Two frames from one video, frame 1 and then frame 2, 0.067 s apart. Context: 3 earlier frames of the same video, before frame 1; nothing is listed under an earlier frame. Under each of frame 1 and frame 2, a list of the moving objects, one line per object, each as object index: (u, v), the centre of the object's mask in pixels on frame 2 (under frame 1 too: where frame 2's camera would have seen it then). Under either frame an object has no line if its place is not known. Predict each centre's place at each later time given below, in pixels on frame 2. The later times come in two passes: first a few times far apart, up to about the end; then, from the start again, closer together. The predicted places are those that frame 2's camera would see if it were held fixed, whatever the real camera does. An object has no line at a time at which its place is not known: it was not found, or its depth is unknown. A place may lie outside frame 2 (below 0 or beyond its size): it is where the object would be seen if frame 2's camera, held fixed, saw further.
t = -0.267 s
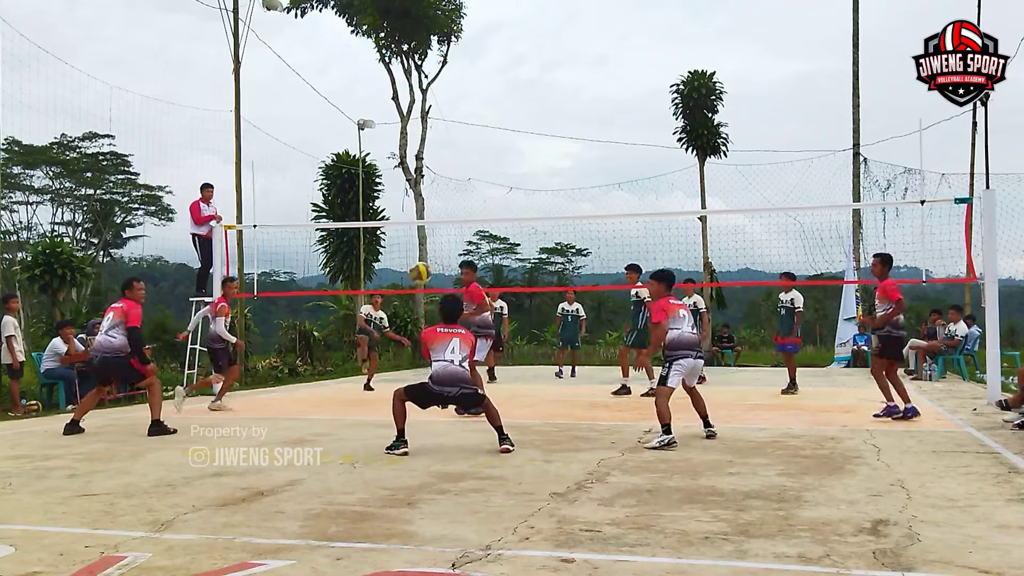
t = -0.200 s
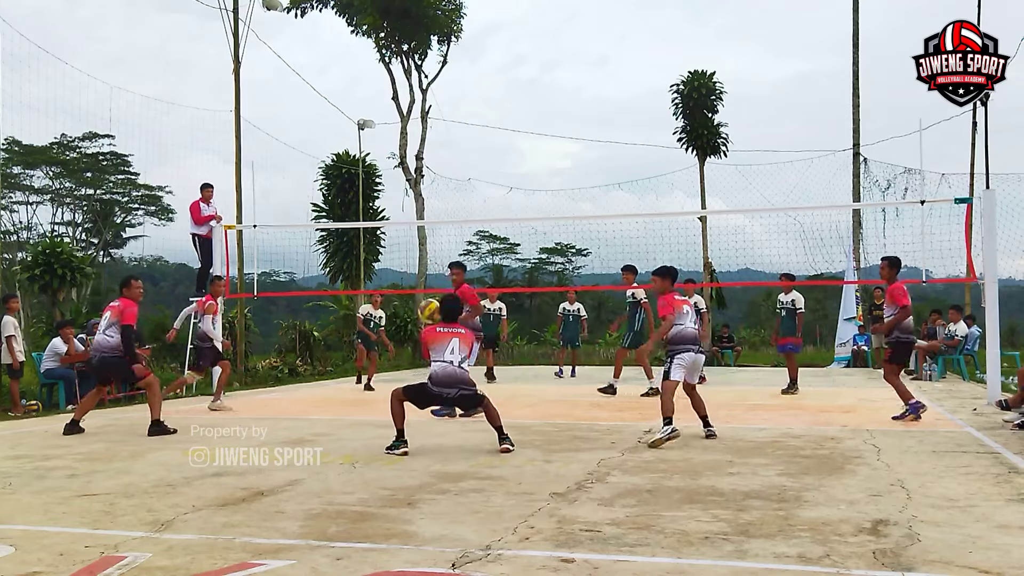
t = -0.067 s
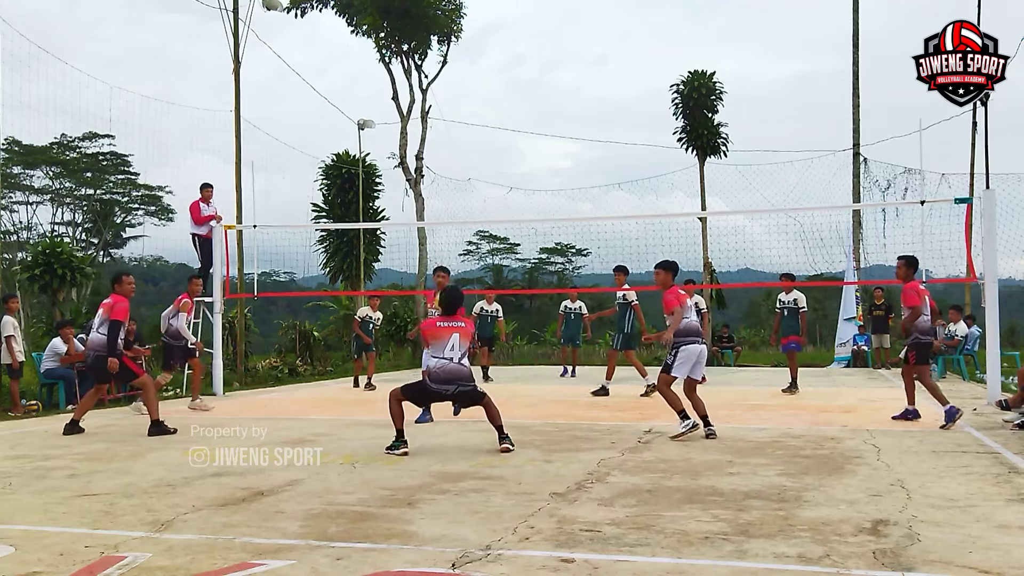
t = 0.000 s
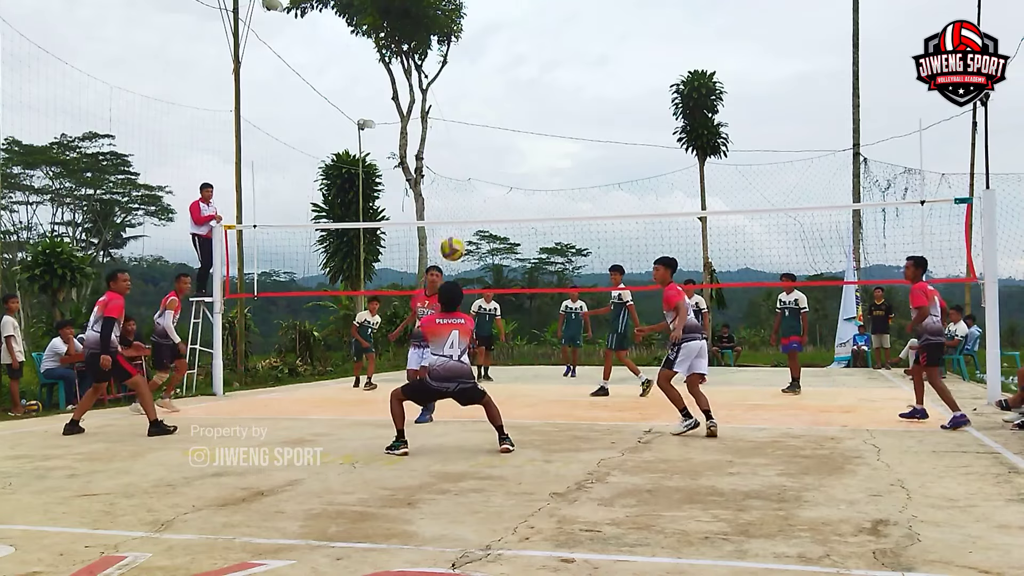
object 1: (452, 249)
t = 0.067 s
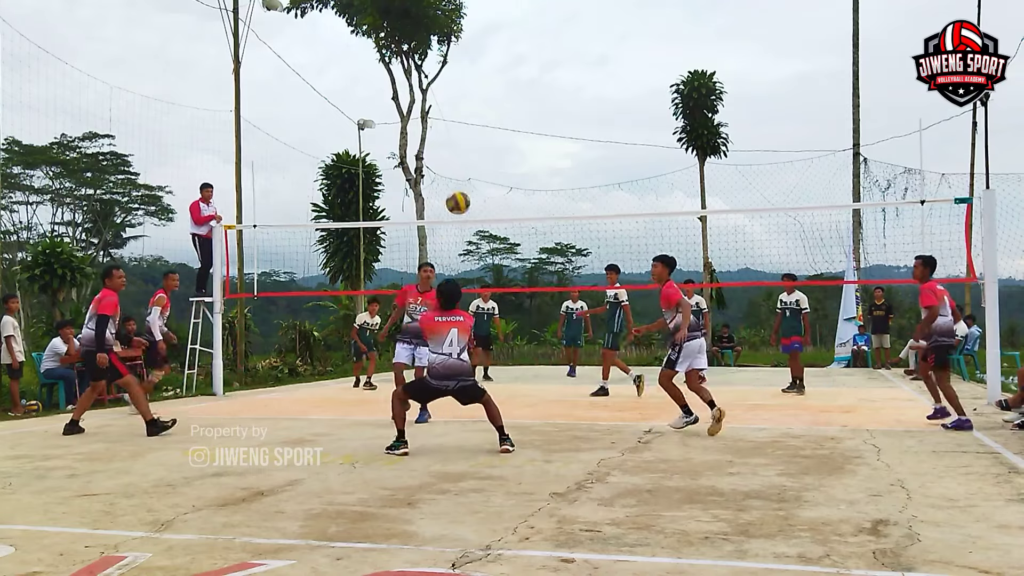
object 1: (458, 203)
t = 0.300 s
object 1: (477, 86)
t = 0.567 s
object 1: (497, 29)
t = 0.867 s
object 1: (520, 51)
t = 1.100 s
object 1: (537, 123)
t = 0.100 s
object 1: (461, 182)
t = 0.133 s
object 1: (463, 162)
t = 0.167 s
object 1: (466, 144)
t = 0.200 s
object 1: (469, 127)
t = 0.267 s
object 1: (474, 98)
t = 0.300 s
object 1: (477, 86)
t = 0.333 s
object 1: (479, 74)
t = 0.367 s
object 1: (482, 64)
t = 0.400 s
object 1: (485, 55)
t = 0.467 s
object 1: (490, 41)
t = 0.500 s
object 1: (492, 36)
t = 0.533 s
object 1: (495, 32)
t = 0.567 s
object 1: (497, 29)
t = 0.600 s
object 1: (500, 27)
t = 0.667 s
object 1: (505, 27)
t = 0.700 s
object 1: (508, 28)
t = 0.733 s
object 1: (510, 31)
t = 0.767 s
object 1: (512, 34)
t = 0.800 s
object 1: (515, 39)
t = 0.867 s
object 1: (520, 51)
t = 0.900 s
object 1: (522, 58)
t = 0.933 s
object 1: (525, 67)
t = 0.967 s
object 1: (527, 76)
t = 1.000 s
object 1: (529, 86)
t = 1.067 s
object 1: (534, 110)
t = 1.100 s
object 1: (537, 123)
